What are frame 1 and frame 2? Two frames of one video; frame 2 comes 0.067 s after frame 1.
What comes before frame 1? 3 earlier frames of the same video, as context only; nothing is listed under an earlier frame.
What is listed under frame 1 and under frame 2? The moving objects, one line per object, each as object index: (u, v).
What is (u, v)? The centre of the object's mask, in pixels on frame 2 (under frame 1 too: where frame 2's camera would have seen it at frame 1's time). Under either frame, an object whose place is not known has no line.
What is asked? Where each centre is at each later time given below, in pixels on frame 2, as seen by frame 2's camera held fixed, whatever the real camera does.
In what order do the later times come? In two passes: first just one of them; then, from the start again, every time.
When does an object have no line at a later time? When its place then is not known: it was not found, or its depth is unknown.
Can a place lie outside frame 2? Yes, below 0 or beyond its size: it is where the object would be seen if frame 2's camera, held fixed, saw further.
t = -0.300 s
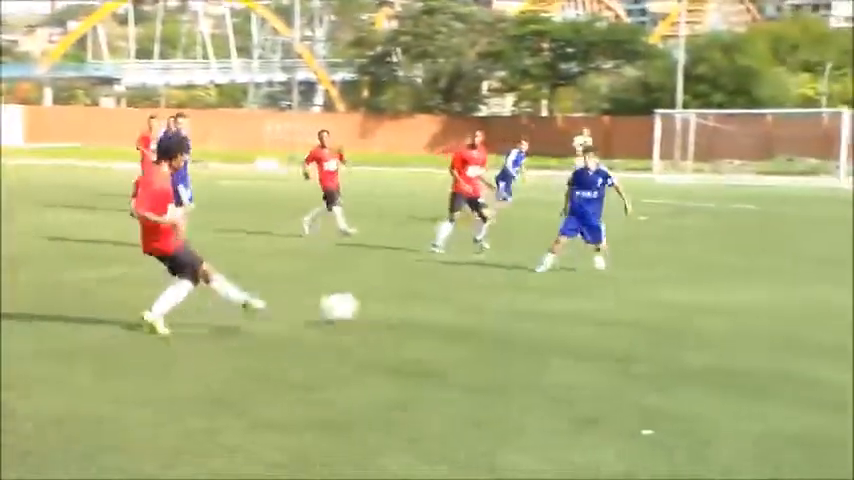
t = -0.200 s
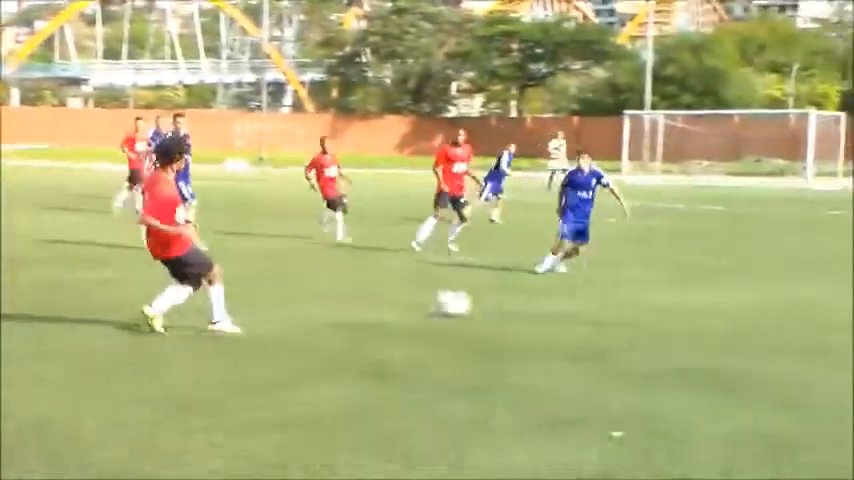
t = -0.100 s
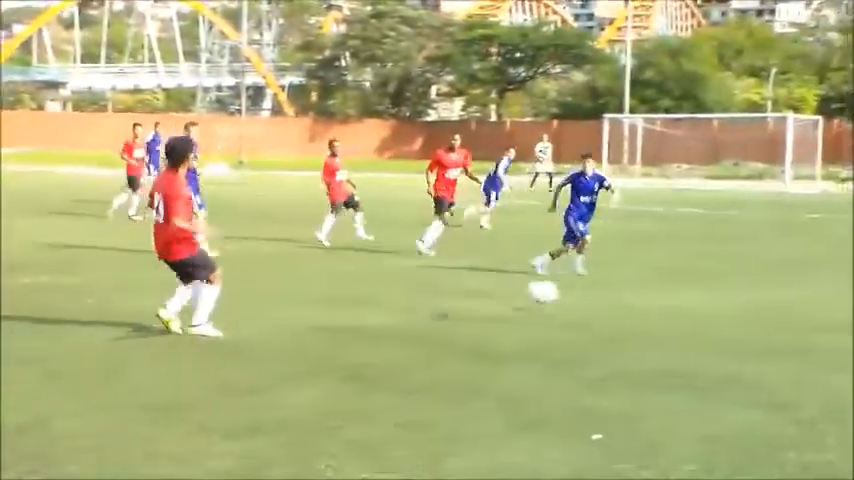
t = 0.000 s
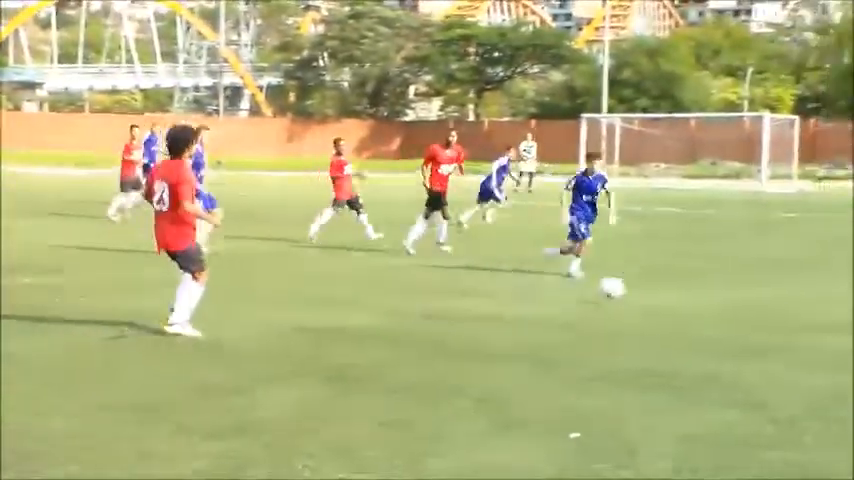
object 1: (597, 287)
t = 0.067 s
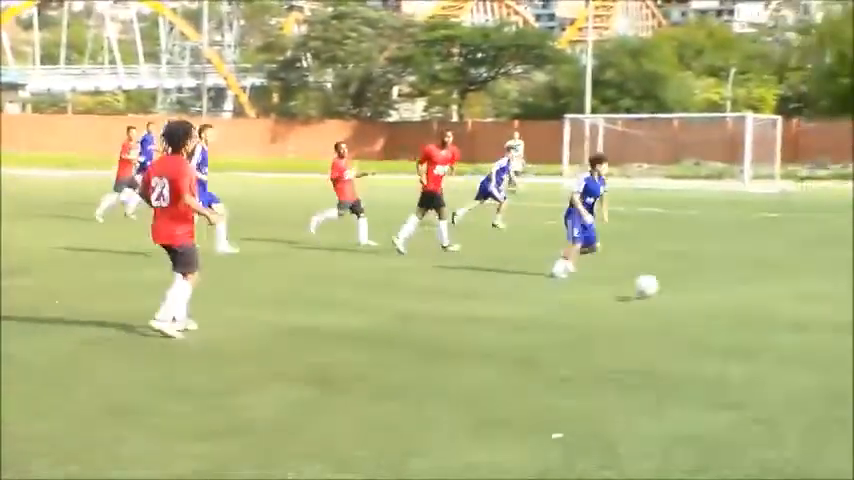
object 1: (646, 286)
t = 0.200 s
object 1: (728, 273)
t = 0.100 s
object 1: (668, 279)
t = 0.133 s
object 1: (688, 277)
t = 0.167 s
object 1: (708, 274)
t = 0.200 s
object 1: (728, 273)
